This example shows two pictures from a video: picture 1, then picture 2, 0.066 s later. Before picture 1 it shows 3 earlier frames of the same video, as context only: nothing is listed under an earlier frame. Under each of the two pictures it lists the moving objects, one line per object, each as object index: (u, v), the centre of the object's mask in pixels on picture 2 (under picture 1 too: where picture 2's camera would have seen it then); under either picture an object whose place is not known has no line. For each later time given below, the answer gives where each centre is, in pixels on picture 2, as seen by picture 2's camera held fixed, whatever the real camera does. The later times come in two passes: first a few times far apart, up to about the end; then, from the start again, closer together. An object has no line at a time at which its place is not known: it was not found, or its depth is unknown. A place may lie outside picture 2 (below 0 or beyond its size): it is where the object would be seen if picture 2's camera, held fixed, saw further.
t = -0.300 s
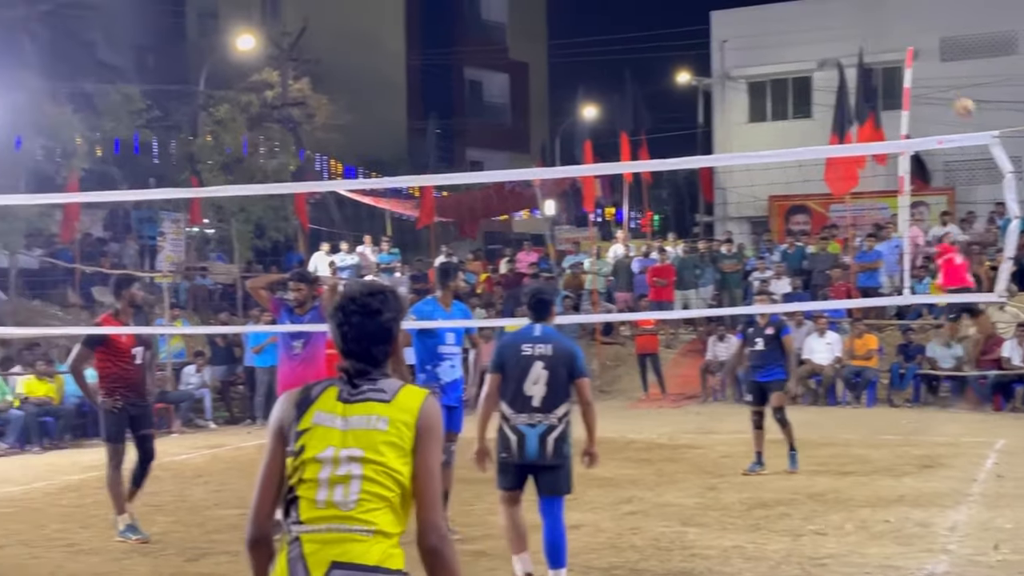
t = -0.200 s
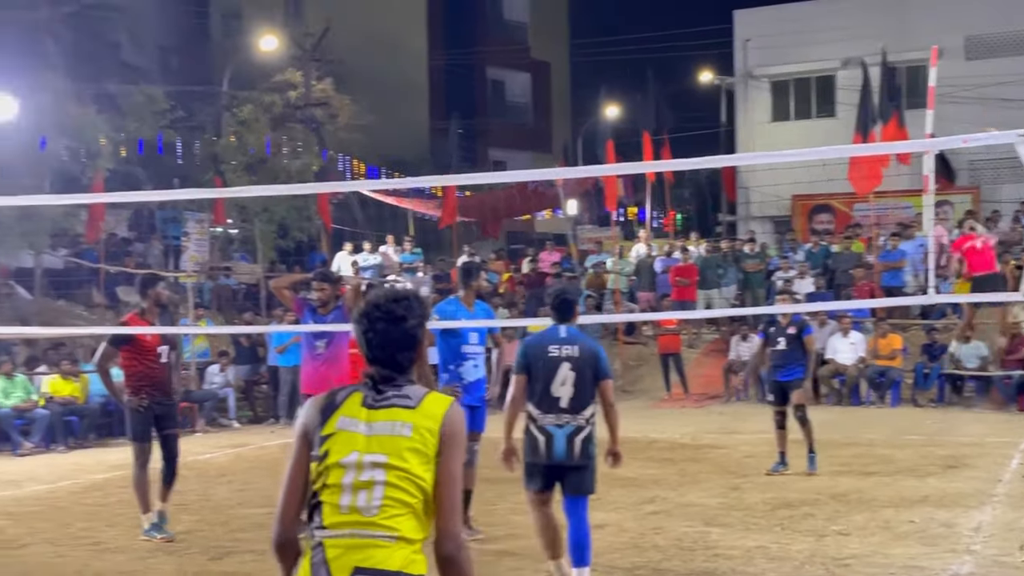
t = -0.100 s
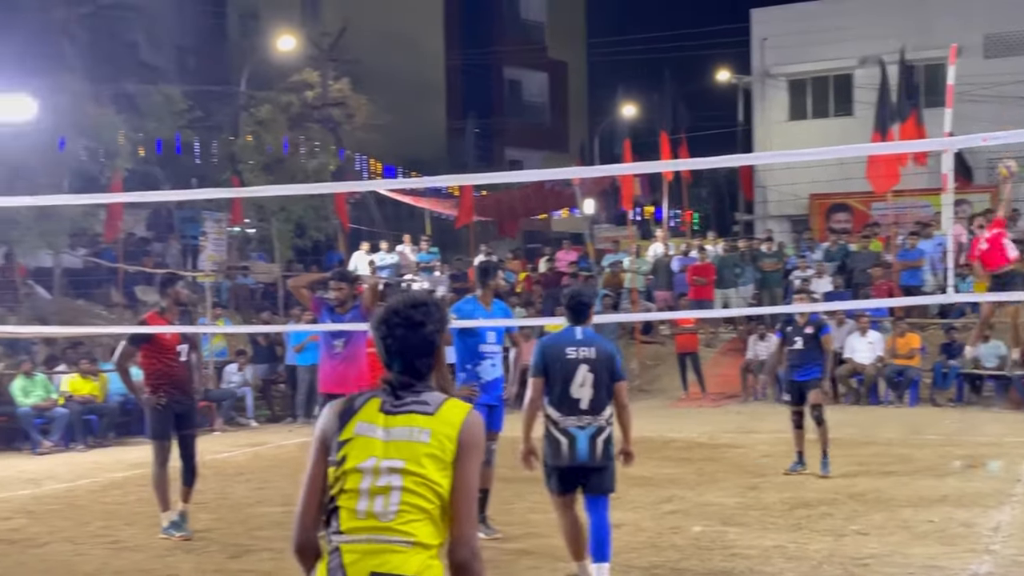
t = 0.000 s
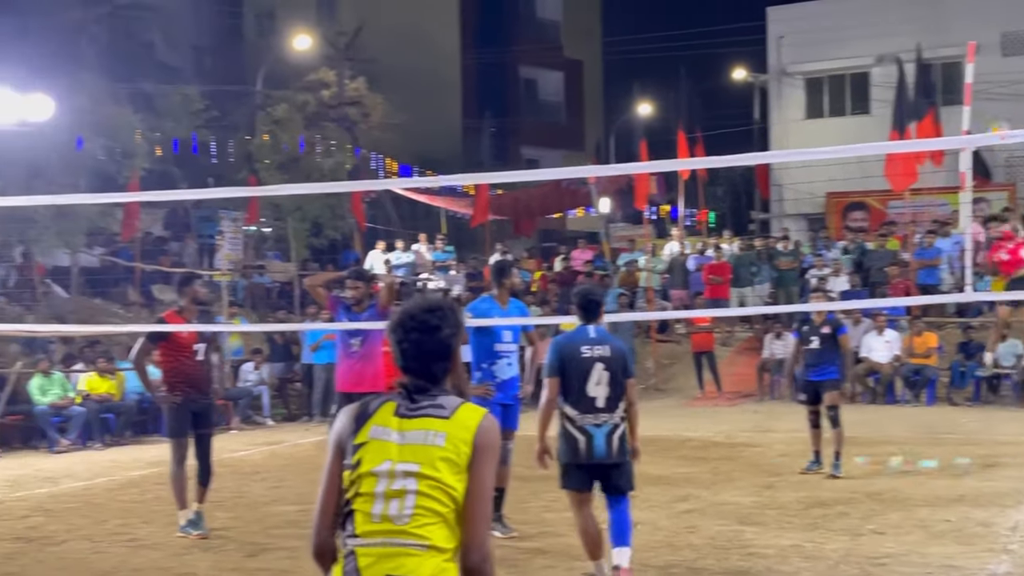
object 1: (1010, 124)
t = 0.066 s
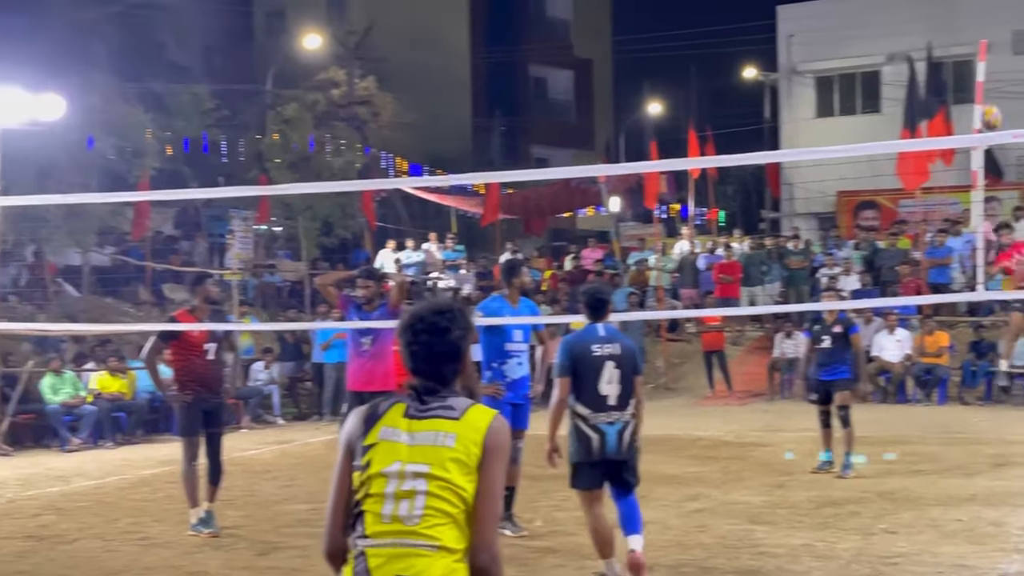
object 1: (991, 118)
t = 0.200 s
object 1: (925, 118)
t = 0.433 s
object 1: (855, 85)
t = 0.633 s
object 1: (834, 38)
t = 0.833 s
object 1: (812, 62)
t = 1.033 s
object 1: (785, 173)
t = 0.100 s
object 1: (974, 113)
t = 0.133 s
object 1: (959, 112)
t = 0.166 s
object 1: (943, 113)
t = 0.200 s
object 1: (925, 118)
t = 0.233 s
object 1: (905, 124)
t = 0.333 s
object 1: (866, 131)
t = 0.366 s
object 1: (862, 113)
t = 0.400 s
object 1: (859, 98)
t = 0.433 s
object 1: (855, 85)
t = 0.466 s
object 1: (851, 72)
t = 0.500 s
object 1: (848, 61)
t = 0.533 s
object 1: (844, 52)
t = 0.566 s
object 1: (841, 45)
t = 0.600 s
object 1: (837, 41)
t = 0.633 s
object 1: (834, 38)
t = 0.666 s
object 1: (829, 37)
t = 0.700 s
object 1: (826, 38)
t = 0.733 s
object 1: (822, 40)
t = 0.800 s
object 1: (813, 53)
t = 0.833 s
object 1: (812, 62)
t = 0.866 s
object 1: (808, 74)
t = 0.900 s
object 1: (803, 90)
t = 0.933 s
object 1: (800, 106)
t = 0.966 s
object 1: (795, 125)
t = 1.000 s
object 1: (790, 147)
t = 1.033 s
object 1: (785, 173)
